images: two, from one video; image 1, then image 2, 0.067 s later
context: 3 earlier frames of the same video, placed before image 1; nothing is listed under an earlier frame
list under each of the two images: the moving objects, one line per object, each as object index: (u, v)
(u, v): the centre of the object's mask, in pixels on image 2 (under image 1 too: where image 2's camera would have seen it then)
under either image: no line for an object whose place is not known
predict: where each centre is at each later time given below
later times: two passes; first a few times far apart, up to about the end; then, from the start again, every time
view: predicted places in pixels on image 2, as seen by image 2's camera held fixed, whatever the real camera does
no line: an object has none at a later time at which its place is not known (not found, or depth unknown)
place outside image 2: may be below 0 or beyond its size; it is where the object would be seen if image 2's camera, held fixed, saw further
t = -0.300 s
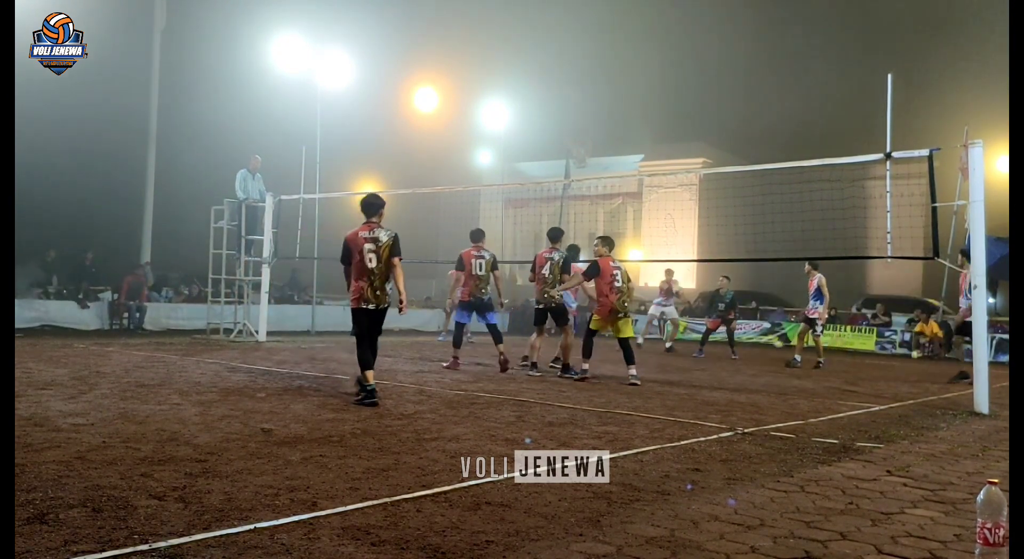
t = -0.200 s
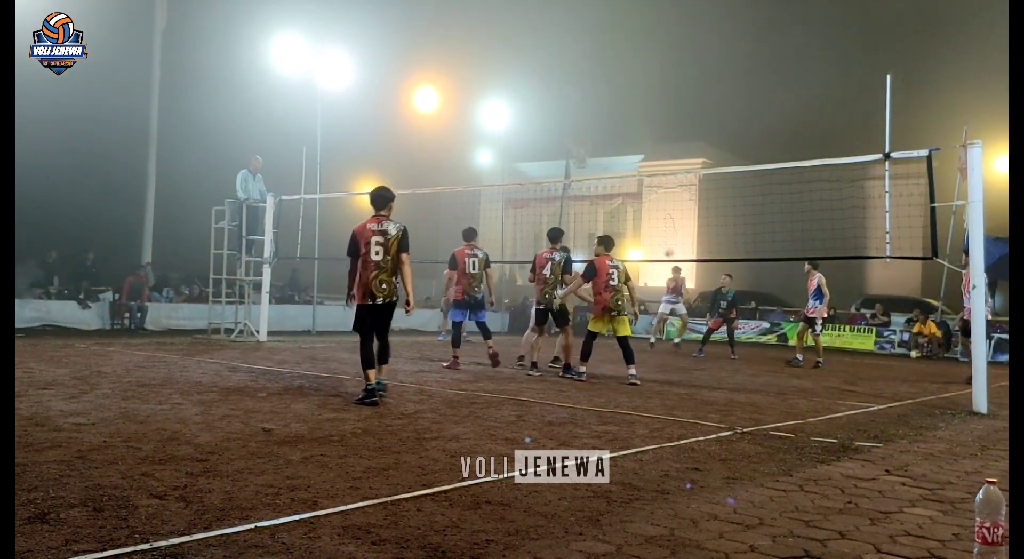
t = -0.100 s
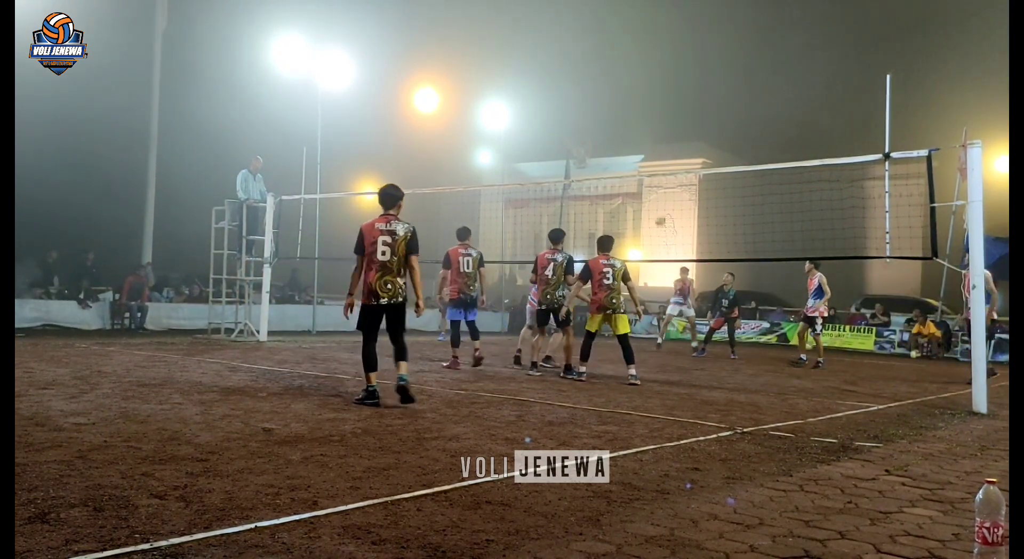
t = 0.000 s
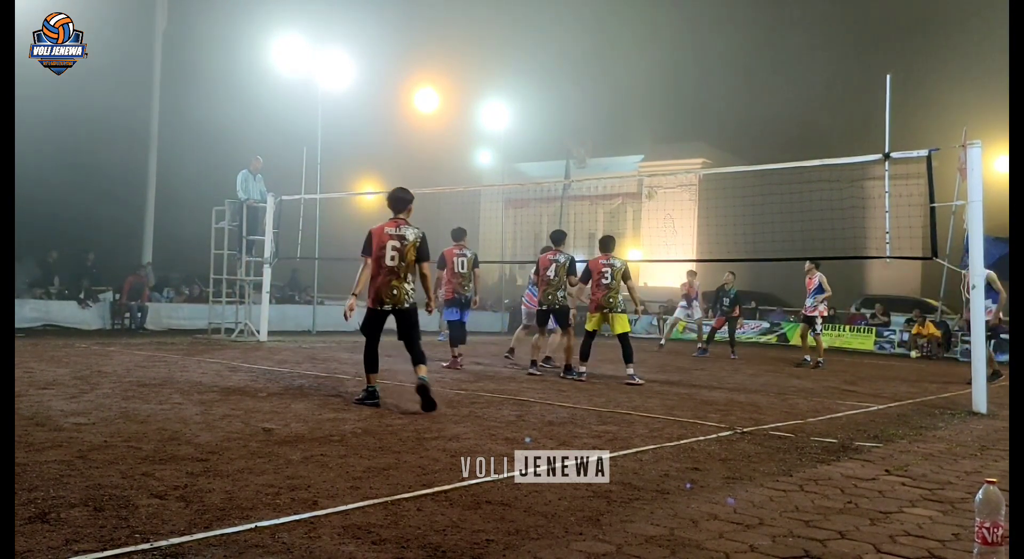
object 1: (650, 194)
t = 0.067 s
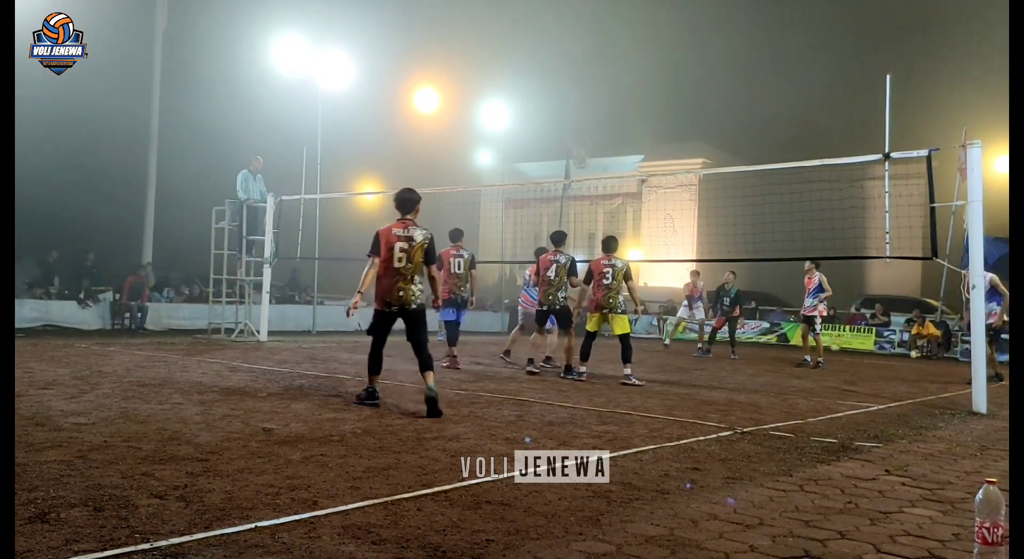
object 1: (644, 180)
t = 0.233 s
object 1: (625, 145)
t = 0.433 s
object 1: (601, 127)
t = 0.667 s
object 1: (569, 136)
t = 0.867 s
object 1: (539, 173)
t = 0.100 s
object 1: (640, 170)
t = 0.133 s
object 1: (637, 164)
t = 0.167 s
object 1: (634, 157)
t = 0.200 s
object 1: (630, 151)
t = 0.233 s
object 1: (625, 145)
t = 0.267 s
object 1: (621, 141)
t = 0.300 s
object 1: (617, 137)
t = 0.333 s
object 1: (614, 134)
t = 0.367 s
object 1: (610, 132)
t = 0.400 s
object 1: (605, 129)
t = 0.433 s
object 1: (601, 127)
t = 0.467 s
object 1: (597, 127)
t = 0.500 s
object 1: (593, 127)
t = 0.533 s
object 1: (588, 128)
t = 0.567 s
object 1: (584, 128)
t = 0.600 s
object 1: (579, 130)
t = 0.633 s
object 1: (574, 133)
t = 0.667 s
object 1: (569, 136)
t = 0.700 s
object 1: (564, 140)
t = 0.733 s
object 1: (559, 146)
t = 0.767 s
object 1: (554, 152)
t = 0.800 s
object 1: (549, 158)
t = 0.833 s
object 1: (543, 165)
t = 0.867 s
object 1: (539, 173)
